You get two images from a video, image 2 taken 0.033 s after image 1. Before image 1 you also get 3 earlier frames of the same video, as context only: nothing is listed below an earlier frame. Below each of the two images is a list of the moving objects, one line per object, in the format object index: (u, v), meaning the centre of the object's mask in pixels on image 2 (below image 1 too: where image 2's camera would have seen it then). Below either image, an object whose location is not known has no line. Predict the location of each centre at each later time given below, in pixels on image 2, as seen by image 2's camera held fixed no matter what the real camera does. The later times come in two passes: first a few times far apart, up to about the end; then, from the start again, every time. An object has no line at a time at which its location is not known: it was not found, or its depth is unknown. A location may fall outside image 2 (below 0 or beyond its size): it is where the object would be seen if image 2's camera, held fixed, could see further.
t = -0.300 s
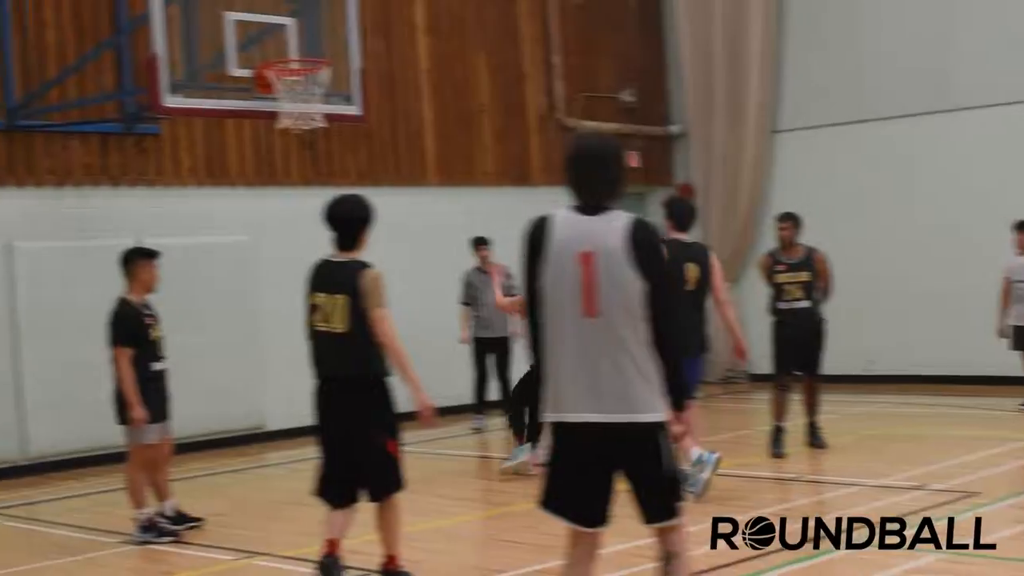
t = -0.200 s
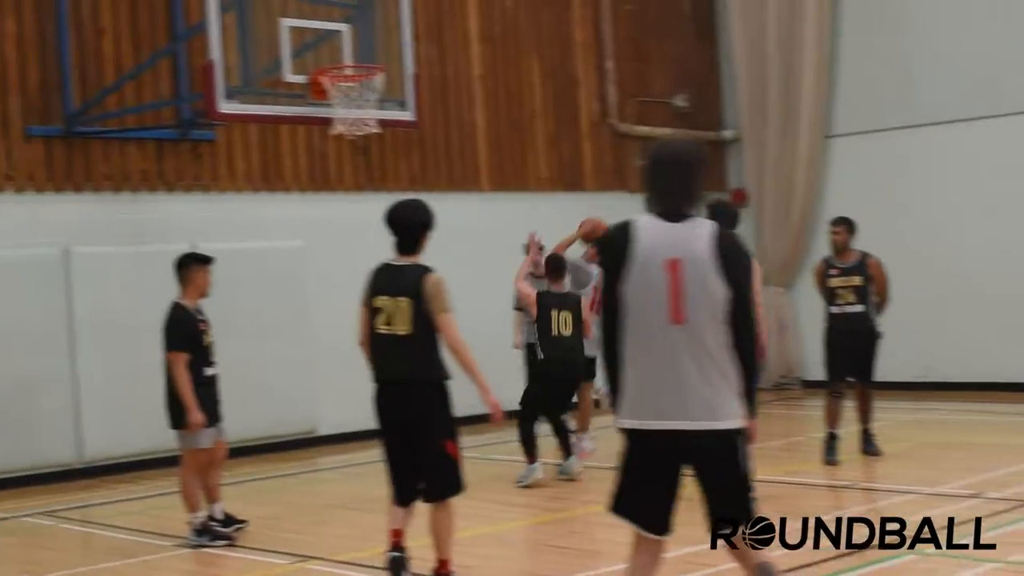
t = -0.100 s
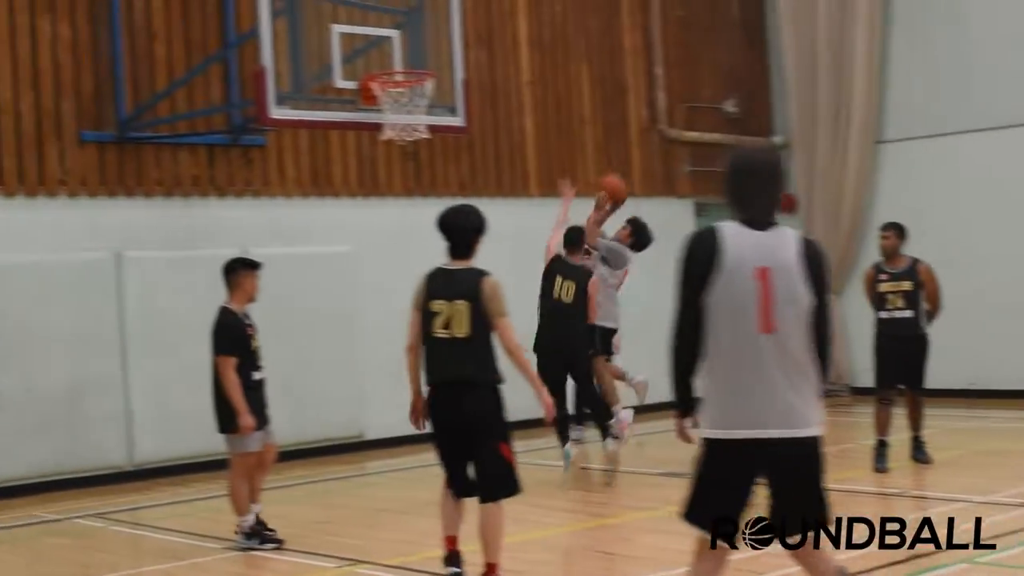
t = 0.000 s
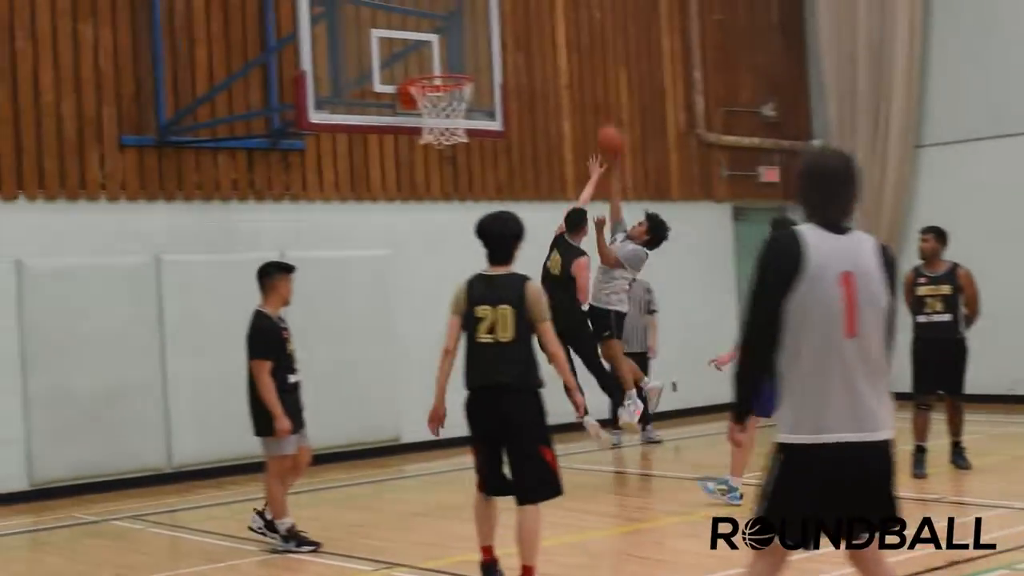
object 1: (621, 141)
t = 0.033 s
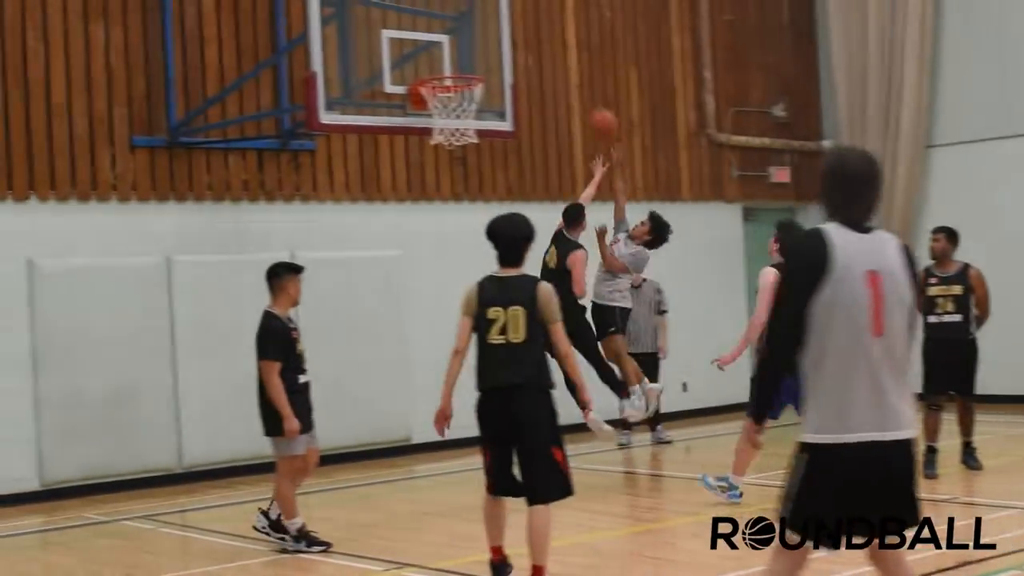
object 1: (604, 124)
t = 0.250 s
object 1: (490, 46)
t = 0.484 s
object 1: (459, 35)
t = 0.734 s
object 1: (441, 40)
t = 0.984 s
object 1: (443, 49)
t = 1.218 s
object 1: (456, 90)
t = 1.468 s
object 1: (472, 173)
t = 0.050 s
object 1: (596, 114)
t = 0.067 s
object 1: (585, 106)
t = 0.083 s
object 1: (578, 101)
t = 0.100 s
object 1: (570, 93)
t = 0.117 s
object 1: (559, 87)
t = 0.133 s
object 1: (552, 79)
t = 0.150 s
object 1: (545, 74)
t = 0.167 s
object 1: (536, 69)
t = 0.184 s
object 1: (526, 63)
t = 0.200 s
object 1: (517, 59)
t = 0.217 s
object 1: (510, 54)
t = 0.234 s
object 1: (502, 50)
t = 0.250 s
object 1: (490, 46)
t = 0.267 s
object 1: (486, 43)
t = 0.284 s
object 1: (484, 39)
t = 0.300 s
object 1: (480, 37)
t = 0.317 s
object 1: (479, 35)
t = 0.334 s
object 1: (478, 34)
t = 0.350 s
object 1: (475, 33)
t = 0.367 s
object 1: (474, 32)
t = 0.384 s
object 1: (471, 32)
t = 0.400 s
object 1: (469, 31)
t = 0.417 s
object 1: (467, 31)
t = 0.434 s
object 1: (466, 31)
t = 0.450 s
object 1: (463, 32)
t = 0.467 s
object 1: (461, 33)
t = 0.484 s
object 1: (459, 35)
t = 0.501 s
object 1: (456, 36)
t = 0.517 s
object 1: (454, 39)
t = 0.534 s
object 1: (453, 41)
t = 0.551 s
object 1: (450, 44)
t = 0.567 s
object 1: (448, 48)
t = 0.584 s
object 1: (446, 52)
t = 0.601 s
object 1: (444, 56)
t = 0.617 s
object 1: (443, 61)
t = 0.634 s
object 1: (442, 61)
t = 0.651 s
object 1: (441, 56)
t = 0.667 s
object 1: (441, 53)
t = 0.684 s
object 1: (441, 49)
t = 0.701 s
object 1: (441, 46)
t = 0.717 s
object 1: (441, 43)
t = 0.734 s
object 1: (441, 40)
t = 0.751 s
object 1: (441, 38)
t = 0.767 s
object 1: (441, 37)
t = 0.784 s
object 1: (441, 35)
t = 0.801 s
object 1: (441, 34)
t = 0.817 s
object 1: (441, 34)
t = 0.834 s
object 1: (441, 33)
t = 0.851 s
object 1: (441, 34)
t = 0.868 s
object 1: (441, 34)
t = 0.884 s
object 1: (441, 35)
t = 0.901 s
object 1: (442, 36)
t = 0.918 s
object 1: (442, 38)
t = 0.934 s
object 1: (442, 40)
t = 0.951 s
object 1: (442, 43)
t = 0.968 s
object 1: (443, 46)
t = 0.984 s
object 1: (443, 49)
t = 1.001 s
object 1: (443, 52)
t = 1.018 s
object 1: (444, 56)
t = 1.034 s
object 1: (444, 60)
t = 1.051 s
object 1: (444, 63)
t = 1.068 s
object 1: (444, 65)
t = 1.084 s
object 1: (446, 66)
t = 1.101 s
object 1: (446, 67)
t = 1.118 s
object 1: (447, 67)
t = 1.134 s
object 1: (450, 68)
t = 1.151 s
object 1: (452, 69)
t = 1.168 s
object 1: (454, 70)
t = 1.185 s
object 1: (457, 77)
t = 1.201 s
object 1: (455, 87)
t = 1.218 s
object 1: (456, 90)
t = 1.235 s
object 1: (458, 93)
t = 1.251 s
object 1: (459, 96)
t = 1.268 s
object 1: (462, 104)
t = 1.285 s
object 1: (463, 111)
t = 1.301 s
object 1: (465, 114)
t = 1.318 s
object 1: (467, 117)
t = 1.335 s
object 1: (467, 124)
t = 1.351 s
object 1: (468, 129)
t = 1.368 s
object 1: (469, 139)
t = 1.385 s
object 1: (469, 142)
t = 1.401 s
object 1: (468, 145)
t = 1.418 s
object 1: (469, 151)
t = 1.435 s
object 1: (469, 159)
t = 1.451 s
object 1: (471, 166)
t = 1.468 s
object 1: (472, 173)
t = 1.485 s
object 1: (474, 181)
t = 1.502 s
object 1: (473, 189)
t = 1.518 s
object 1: (473, 197)
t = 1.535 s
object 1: (474, 206)
